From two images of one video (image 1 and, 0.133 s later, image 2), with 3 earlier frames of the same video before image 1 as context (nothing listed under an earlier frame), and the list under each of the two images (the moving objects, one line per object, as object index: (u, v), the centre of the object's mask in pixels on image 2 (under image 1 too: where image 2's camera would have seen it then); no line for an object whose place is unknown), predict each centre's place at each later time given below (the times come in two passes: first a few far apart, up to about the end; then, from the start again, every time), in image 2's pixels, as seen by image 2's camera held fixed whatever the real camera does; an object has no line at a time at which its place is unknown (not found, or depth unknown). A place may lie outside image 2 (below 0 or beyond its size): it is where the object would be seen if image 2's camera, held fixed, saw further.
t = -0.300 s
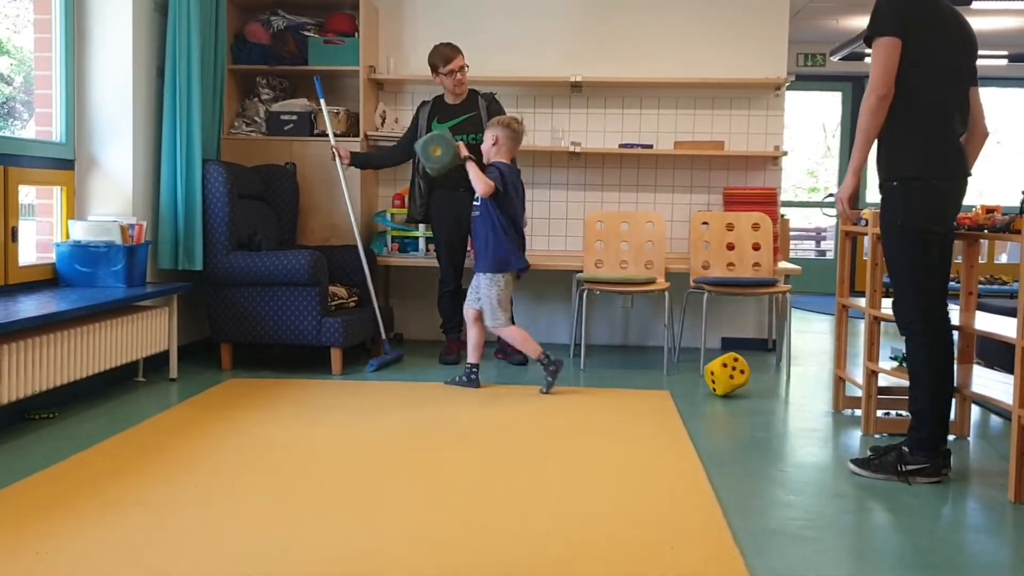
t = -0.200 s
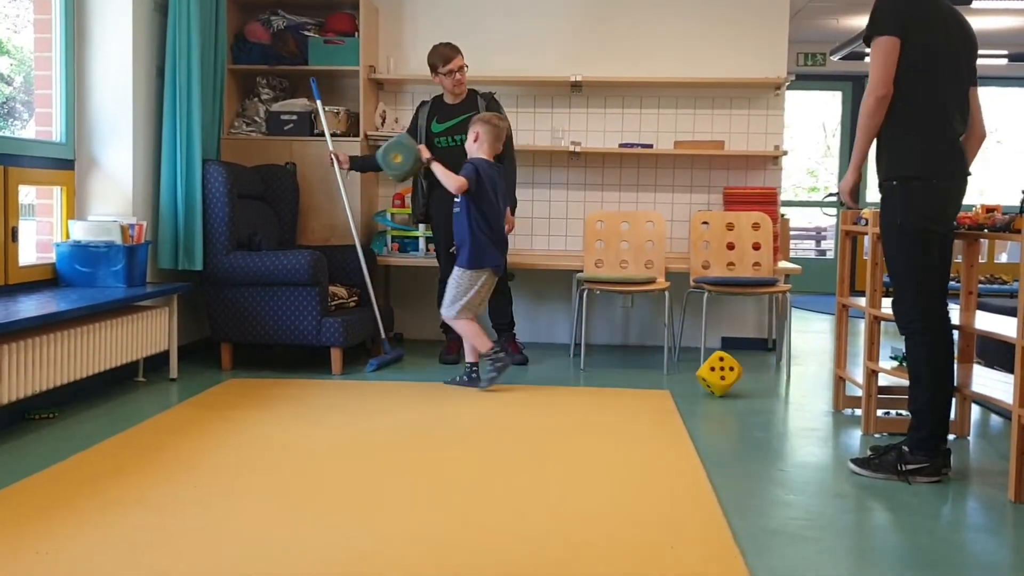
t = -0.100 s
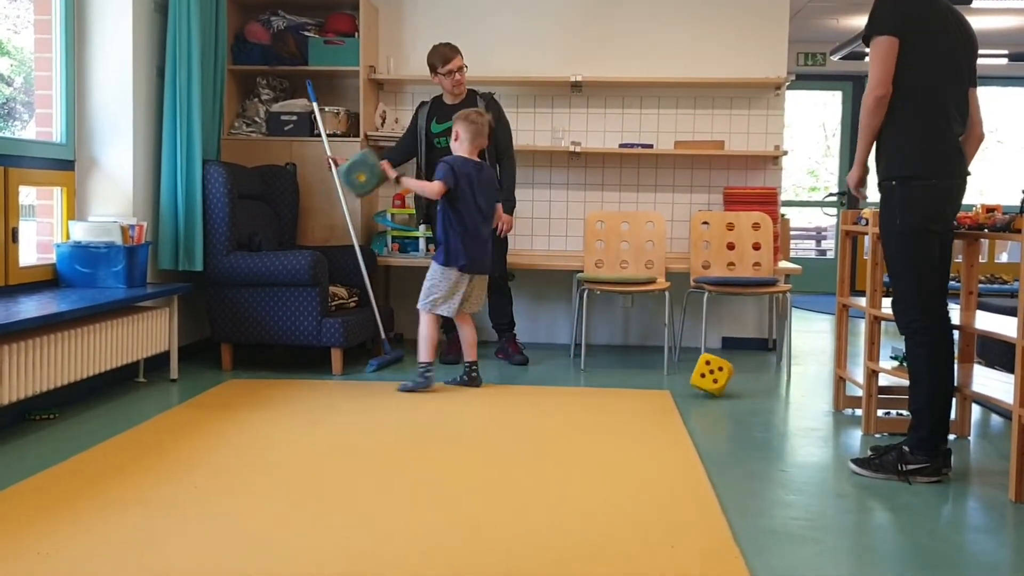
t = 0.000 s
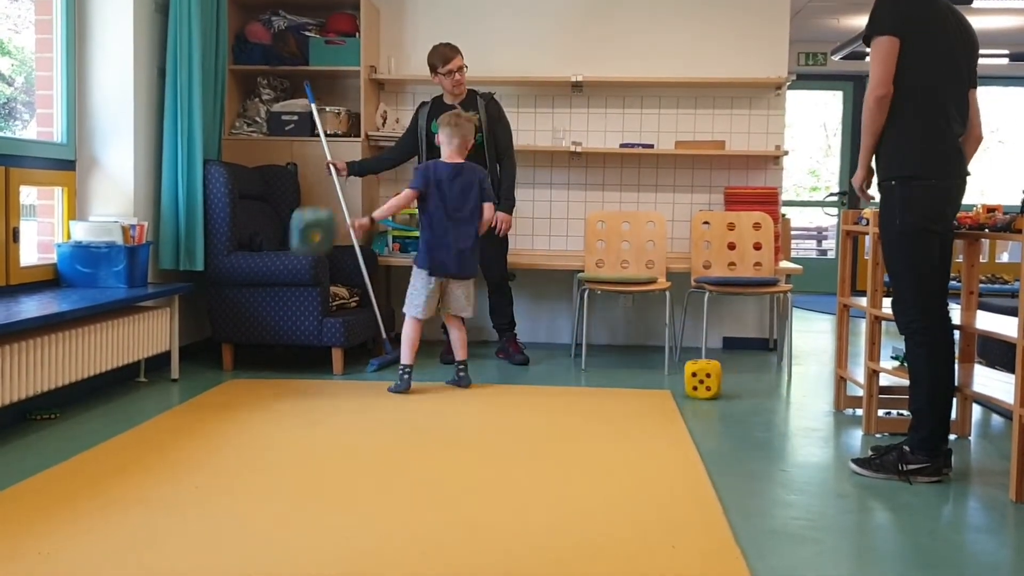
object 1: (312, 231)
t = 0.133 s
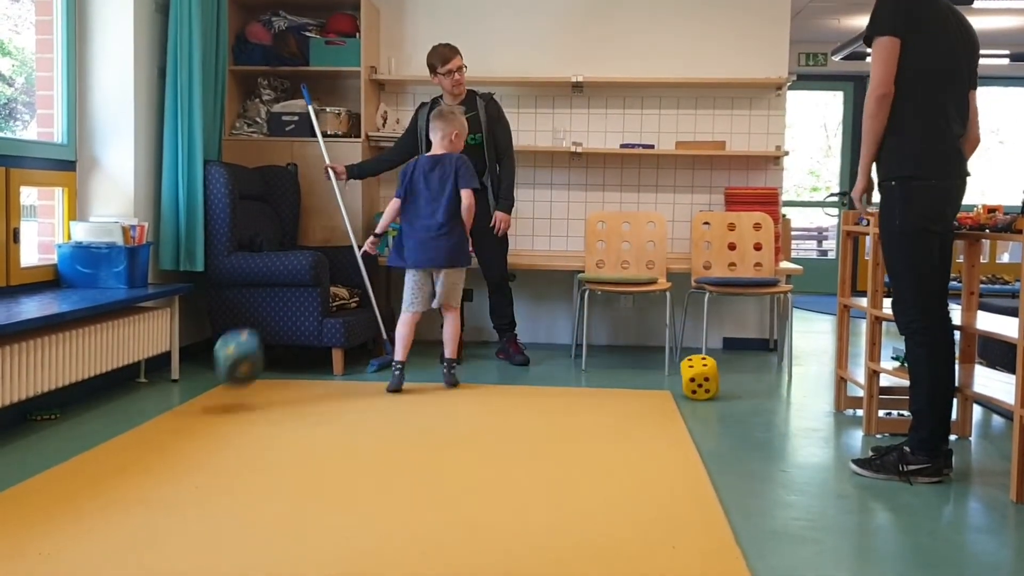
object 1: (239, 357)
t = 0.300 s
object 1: (169, 344)
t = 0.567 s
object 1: (158, 339)
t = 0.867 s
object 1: (180, 368)
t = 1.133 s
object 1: (188, 377)
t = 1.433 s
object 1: (182, 374)
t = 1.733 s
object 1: (182, 374)
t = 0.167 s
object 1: (221, 391)
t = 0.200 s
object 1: (207, 377)
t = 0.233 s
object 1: (194, 363)
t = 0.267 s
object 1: (182, 353)
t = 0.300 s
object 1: (169, 344)
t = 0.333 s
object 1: (156, 339)
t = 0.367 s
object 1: (144, 335)
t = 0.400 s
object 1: (136, 333)
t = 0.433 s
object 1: (139, 330)
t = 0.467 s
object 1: (143, 328)
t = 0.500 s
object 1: (148, 329)
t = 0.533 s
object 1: (153, 333)
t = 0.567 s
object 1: (158, 339)
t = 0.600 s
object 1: (162, 347)
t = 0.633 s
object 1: (167, 358)
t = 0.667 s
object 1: (172, 372)
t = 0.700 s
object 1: (175, 380)
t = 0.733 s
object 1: (176, 373)
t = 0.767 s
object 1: (177, 368)
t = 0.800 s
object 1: (178, 365)
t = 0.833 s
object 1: (180, 365)
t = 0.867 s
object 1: (180, 368)
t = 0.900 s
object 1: (182, 373)
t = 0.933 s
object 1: (183, 378)
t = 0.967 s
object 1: (184, 375)
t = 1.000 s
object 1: (185, 374)
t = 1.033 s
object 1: (186, 374)
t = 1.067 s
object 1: (187, 377)
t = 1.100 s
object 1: (187, 377)
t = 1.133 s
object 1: (188, 377)
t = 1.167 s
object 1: (188, 378)
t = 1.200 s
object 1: (187, 380)
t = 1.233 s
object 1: (186, 379)
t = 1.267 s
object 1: (185, 377)
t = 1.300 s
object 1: (184, 376)
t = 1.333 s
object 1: (183, 375)
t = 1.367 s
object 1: (182, 375)
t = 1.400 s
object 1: (182, 374)
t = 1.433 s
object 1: (182, 374)
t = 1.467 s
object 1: (182, 374)
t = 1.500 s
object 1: (182, 374)
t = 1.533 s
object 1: (182, 374)
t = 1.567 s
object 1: (181, 374)
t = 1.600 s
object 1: (182, 374)
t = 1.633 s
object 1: (182, 374)
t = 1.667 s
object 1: (182, 374)
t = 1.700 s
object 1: (182, 374)
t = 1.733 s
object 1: (182, 374)
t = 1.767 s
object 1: (183, 374)
